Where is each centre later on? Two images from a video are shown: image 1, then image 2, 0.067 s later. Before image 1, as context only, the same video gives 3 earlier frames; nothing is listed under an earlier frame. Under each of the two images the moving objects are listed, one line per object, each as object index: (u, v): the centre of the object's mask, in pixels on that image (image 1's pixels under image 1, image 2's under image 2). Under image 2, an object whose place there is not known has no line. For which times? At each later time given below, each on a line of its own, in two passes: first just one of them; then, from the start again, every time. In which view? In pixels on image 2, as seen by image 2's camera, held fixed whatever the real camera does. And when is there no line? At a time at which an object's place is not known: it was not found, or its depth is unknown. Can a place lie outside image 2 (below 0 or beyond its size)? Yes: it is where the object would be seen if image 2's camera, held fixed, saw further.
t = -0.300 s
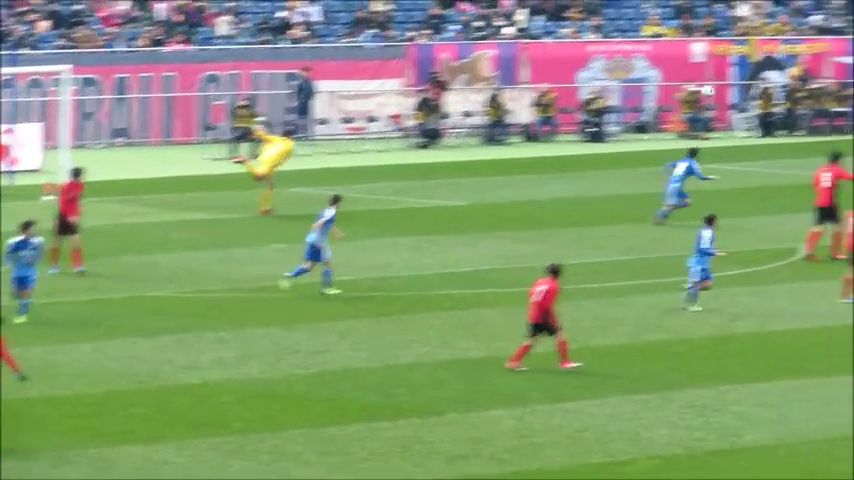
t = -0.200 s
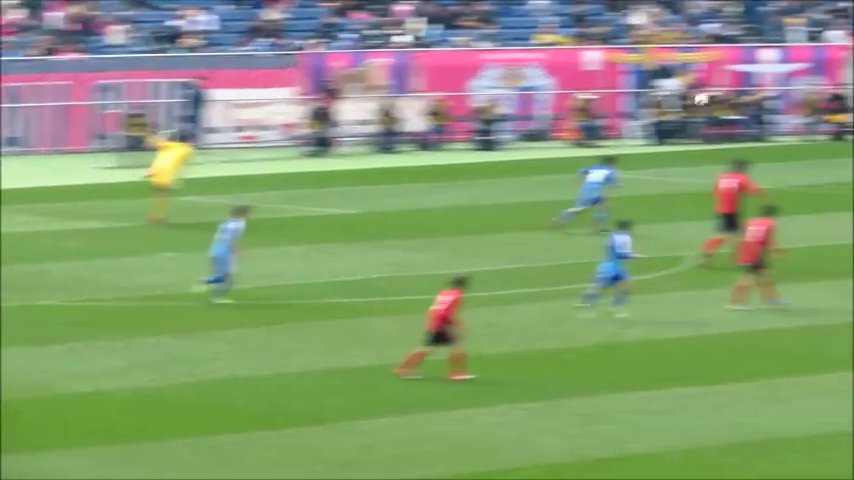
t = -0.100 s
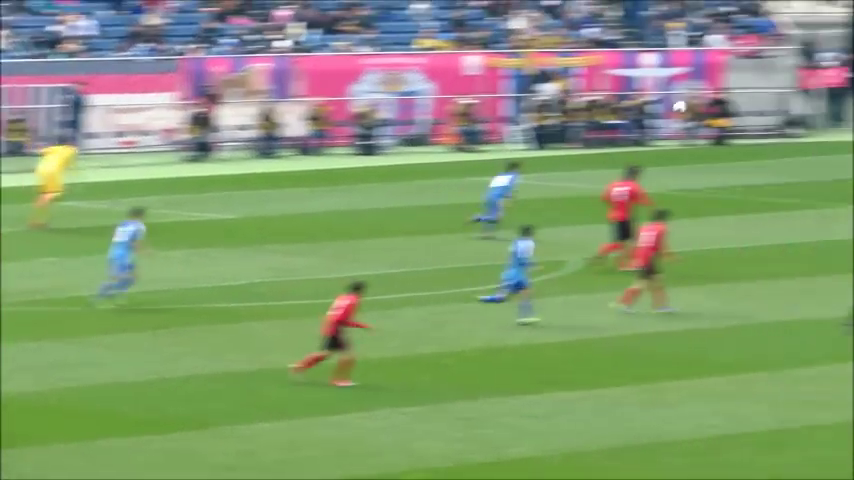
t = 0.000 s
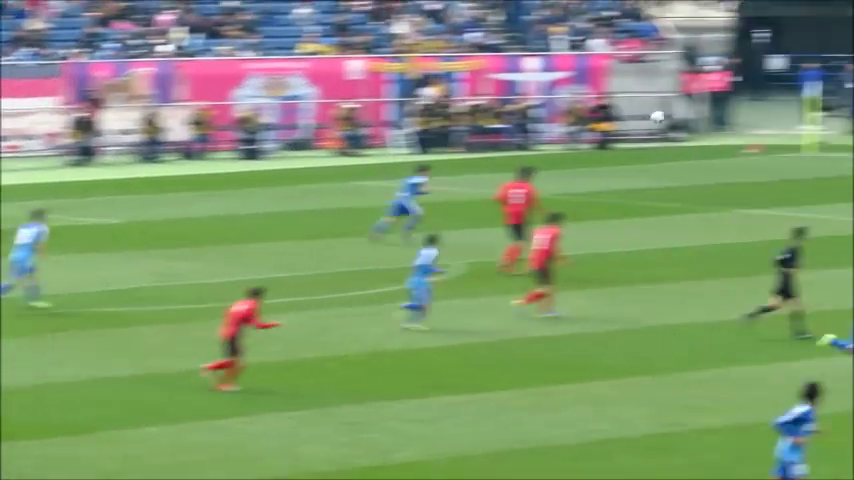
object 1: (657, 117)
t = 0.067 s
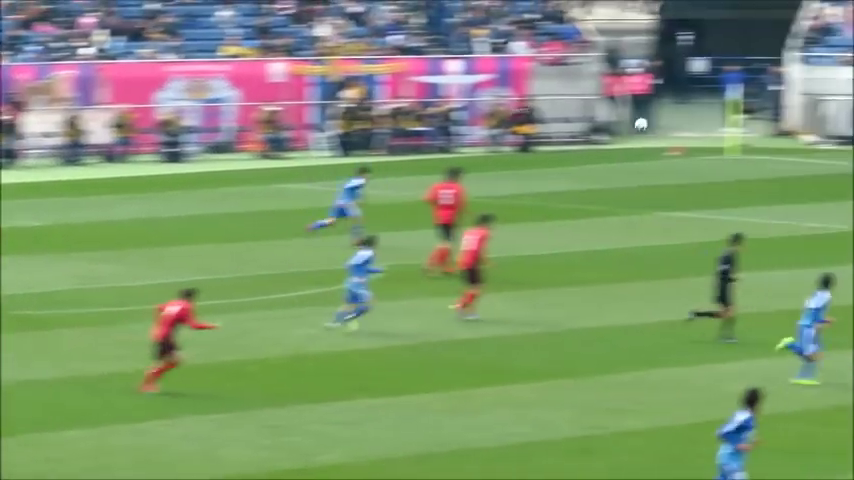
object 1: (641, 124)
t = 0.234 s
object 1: (793, 141)
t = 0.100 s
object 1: (672, 127)
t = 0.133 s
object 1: (704, 129)
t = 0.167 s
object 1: (734, 133)
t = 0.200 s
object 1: (763, 137)
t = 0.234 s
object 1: (793, 141)
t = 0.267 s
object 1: (824, 145)
